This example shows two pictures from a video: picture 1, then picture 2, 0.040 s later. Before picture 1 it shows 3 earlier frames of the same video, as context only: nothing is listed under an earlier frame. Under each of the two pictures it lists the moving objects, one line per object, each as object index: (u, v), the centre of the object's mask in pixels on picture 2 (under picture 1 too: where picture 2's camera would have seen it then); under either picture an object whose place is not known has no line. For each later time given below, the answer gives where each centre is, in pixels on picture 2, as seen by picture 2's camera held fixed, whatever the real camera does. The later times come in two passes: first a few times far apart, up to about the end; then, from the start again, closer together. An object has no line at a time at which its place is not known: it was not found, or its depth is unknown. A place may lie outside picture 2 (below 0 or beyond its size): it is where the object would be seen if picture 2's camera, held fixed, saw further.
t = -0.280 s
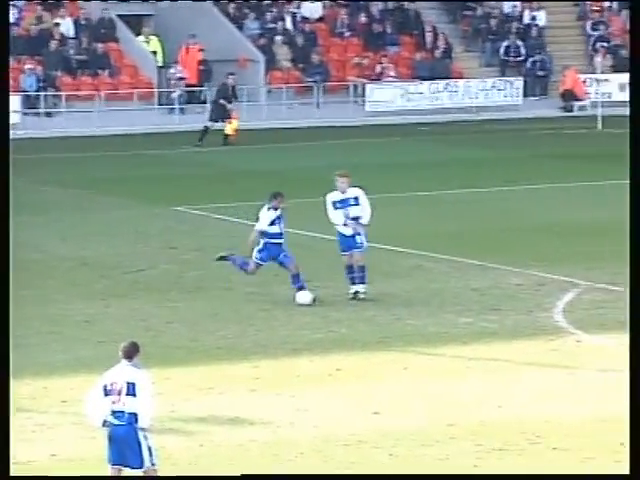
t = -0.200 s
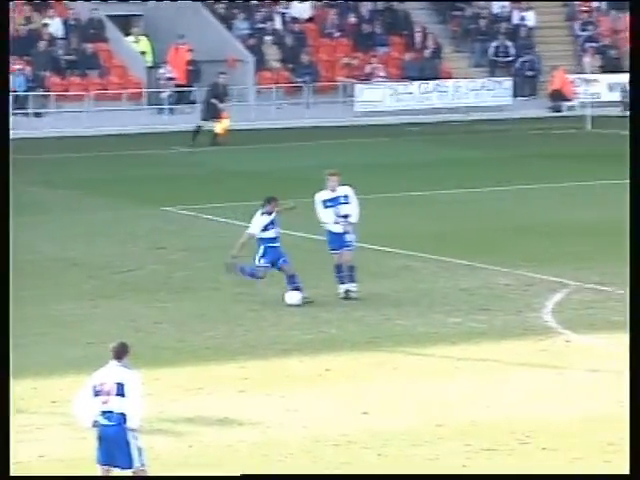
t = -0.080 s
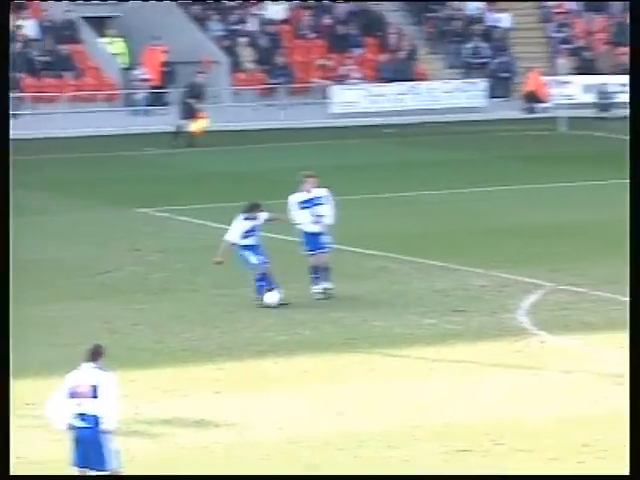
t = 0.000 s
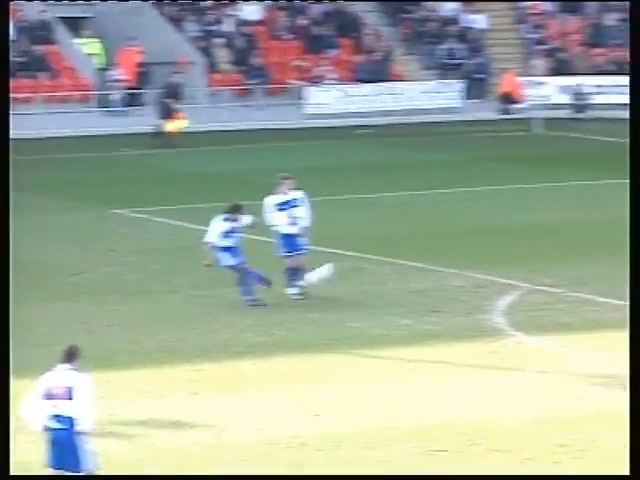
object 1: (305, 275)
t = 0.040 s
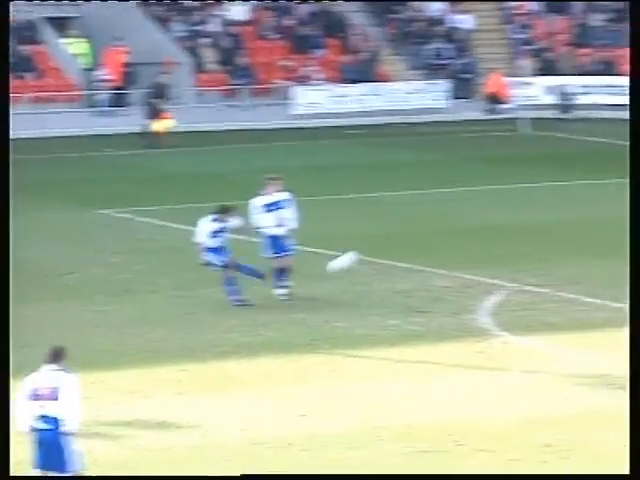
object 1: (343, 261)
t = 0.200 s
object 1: (488, 217)
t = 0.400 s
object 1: (663, 168)
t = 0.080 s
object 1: (380, 250)
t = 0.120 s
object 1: (416, 238)
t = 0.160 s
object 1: (453, 227)
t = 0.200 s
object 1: (488, 217)
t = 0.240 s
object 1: (523, 206)
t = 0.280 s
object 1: (559, 196)
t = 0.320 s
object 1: (594, 186)
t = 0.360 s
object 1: (629, 177)
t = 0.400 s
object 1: (663, 168)
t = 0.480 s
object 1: (730, 151)
